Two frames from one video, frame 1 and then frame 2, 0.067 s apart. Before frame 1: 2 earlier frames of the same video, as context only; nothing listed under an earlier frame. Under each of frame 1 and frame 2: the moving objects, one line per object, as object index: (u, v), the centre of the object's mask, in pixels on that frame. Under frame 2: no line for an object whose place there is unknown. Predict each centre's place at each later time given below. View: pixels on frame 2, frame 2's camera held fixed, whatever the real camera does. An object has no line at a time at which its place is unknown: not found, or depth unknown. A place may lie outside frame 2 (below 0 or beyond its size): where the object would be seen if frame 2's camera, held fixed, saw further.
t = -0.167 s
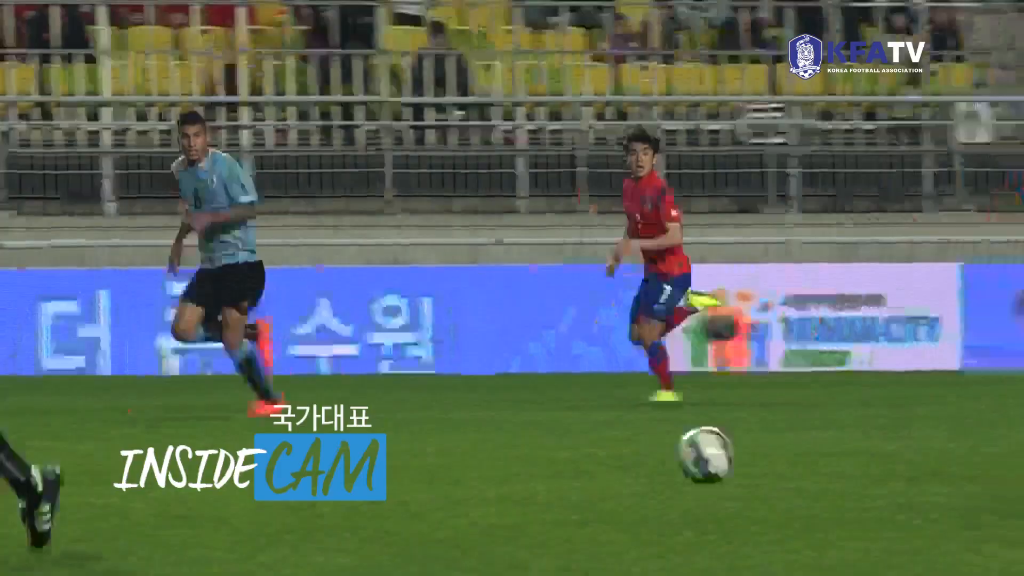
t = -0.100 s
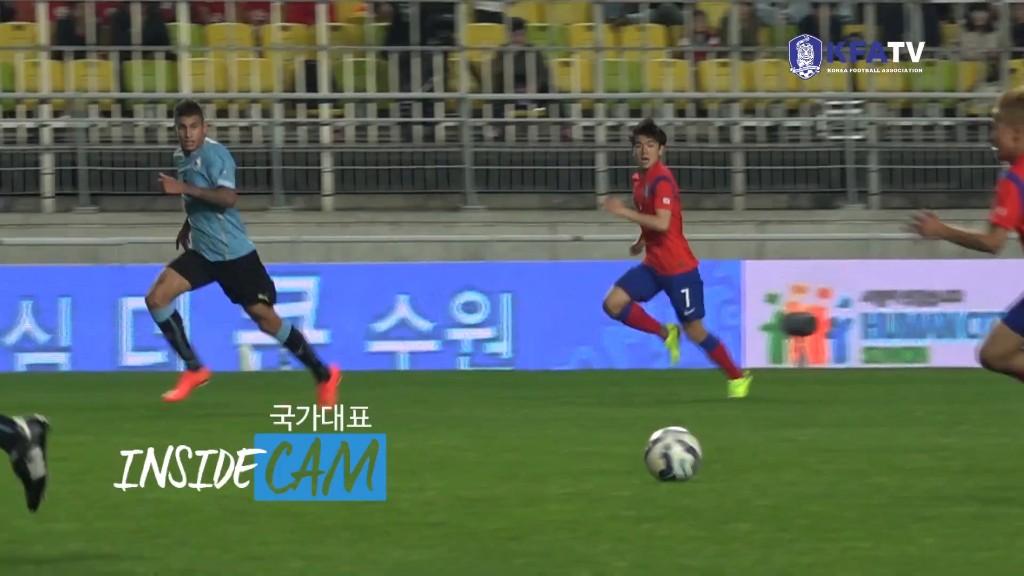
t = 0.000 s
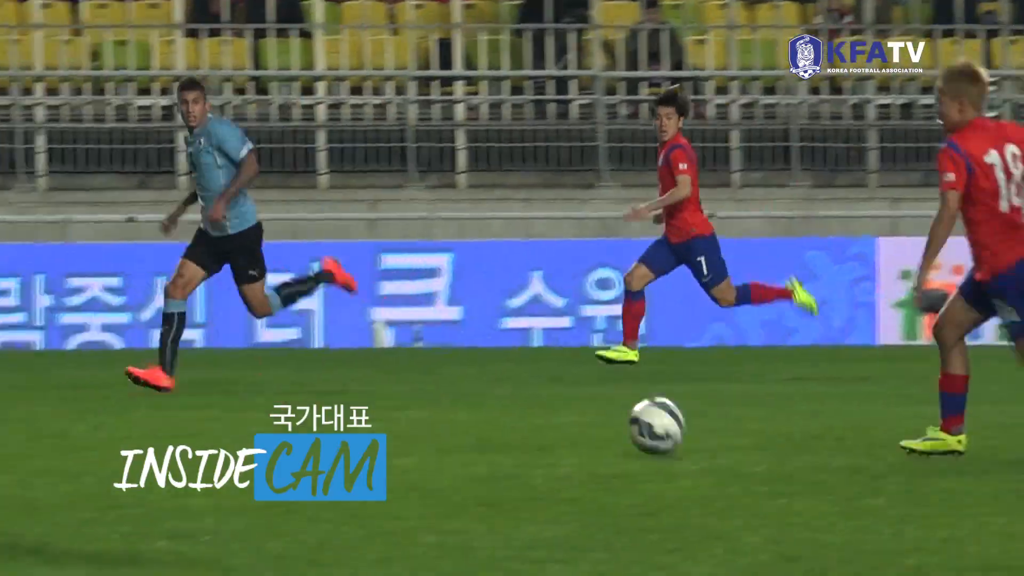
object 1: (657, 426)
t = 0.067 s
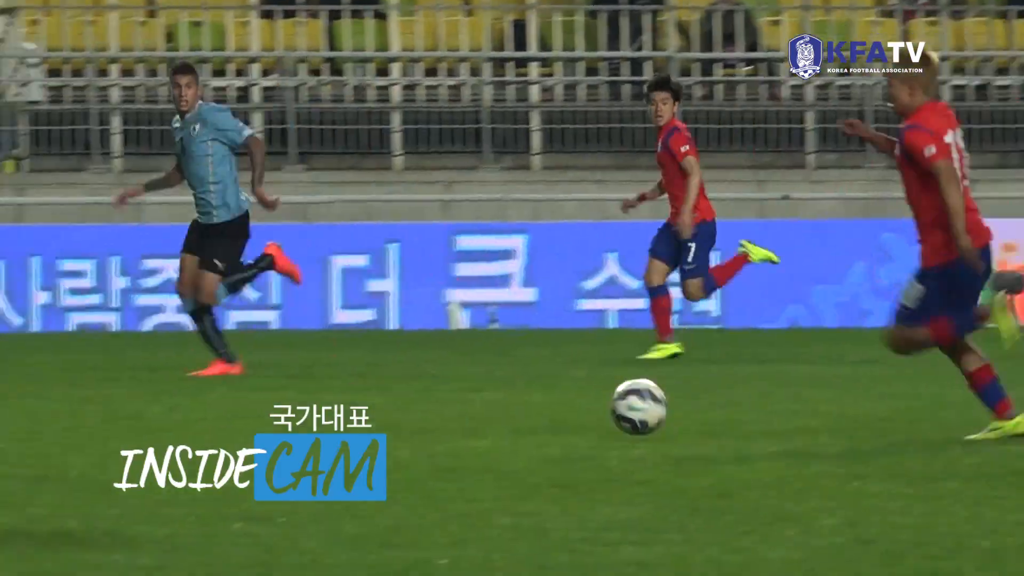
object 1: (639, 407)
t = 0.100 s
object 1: (593, 410)
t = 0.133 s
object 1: (548, 415)
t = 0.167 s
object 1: (506, 416)
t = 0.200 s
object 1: (464, 415)
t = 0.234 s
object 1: (423, 415)
